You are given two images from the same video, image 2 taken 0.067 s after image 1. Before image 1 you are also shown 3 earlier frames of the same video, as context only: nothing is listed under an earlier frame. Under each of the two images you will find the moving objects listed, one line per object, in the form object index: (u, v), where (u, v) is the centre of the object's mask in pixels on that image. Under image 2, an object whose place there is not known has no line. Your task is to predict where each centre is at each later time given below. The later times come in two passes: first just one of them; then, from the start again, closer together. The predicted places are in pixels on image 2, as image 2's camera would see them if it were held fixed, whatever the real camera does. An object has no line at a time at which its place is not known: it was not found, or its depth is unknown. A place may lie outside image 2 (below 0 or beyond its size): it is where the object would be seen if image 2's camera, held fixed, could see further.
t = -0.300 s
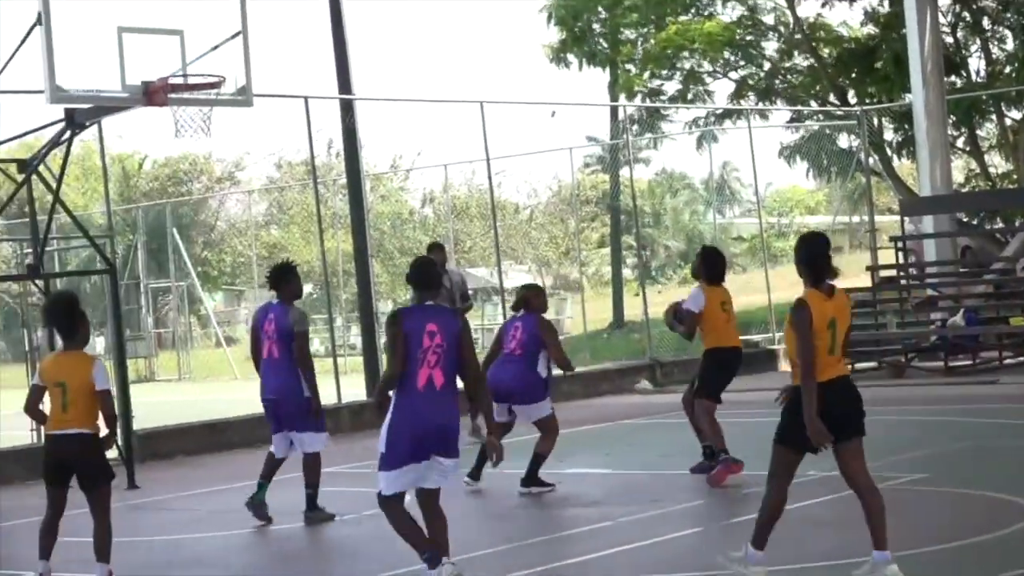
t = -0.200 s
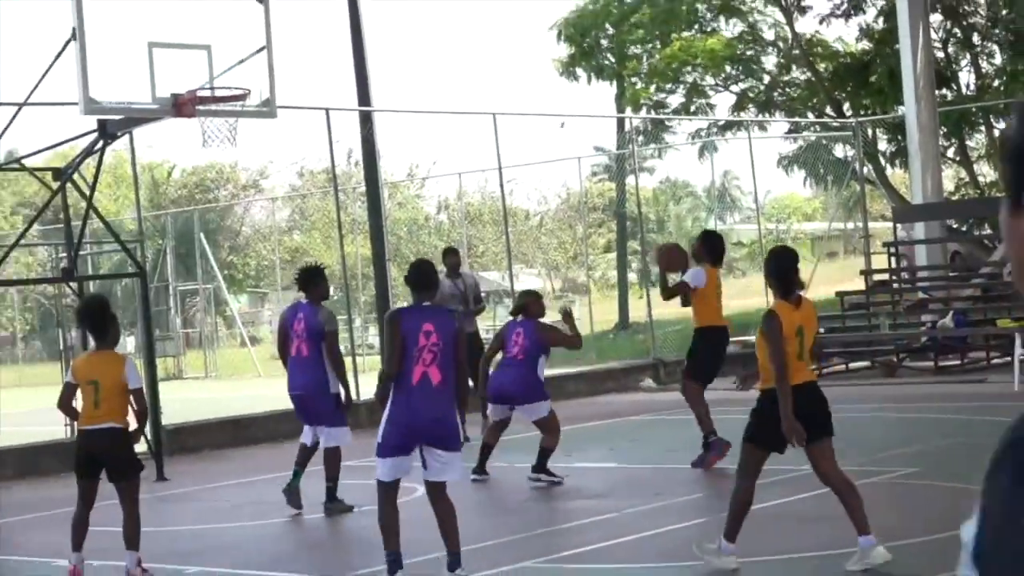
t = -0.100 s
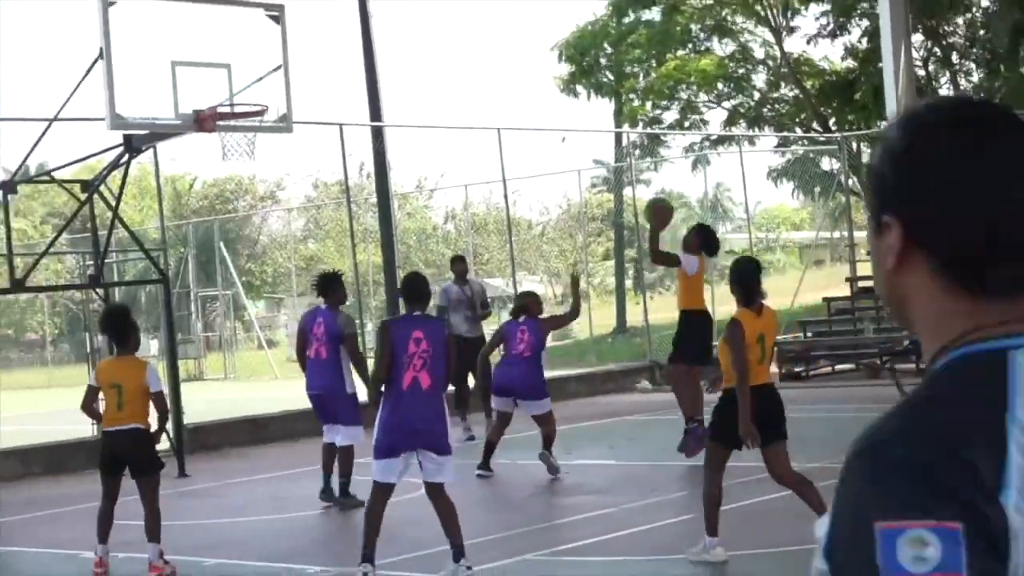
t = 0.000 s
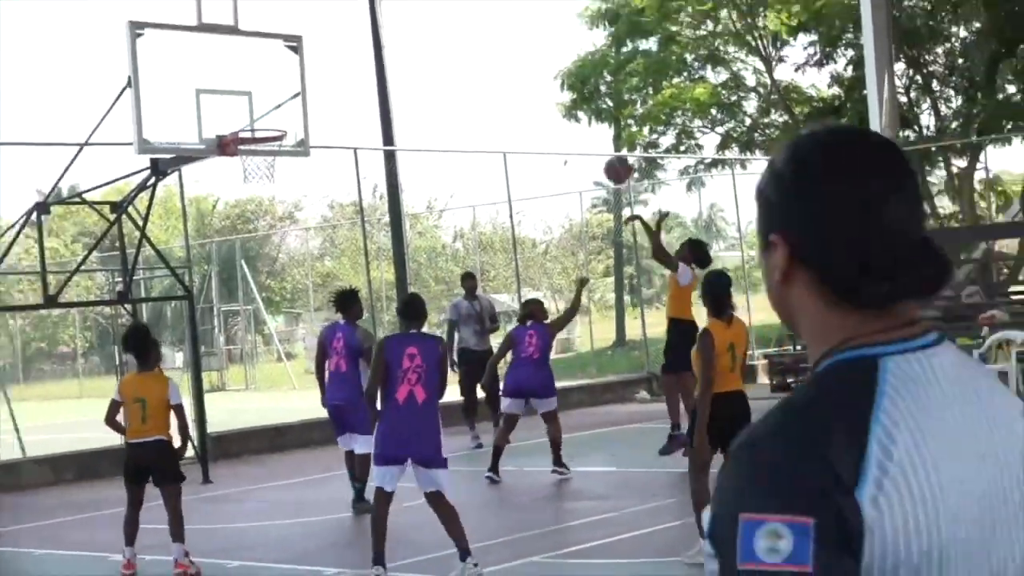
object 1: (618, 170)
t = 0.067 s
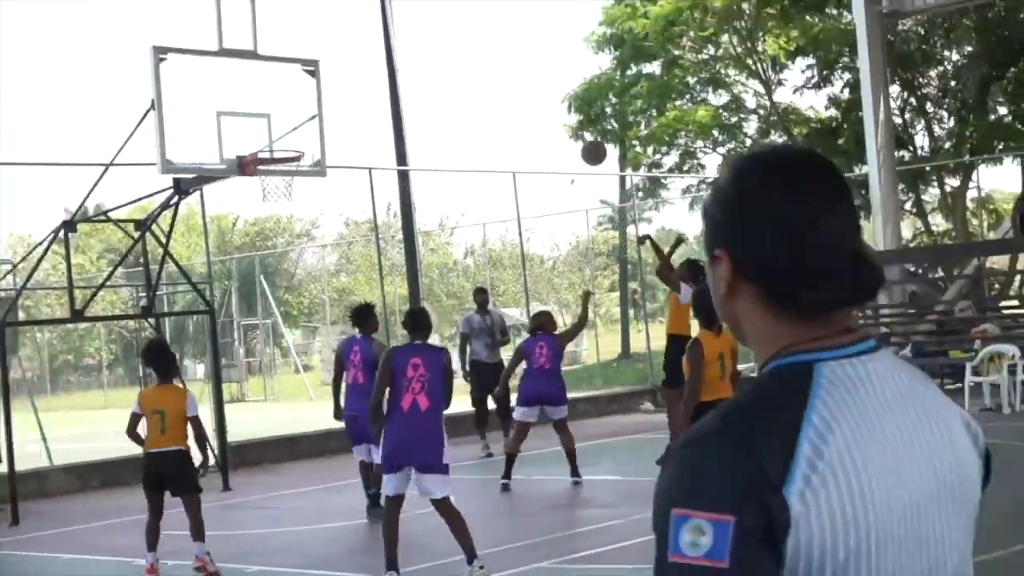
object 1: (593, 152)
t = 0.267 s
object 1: (510, 74)
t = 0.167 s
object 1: (551, 108)
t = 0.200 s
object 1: (537, 95)
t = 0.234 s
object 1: (523, 84)
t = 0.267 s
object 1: (510, 74)
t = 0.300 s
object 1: (496, 65)
